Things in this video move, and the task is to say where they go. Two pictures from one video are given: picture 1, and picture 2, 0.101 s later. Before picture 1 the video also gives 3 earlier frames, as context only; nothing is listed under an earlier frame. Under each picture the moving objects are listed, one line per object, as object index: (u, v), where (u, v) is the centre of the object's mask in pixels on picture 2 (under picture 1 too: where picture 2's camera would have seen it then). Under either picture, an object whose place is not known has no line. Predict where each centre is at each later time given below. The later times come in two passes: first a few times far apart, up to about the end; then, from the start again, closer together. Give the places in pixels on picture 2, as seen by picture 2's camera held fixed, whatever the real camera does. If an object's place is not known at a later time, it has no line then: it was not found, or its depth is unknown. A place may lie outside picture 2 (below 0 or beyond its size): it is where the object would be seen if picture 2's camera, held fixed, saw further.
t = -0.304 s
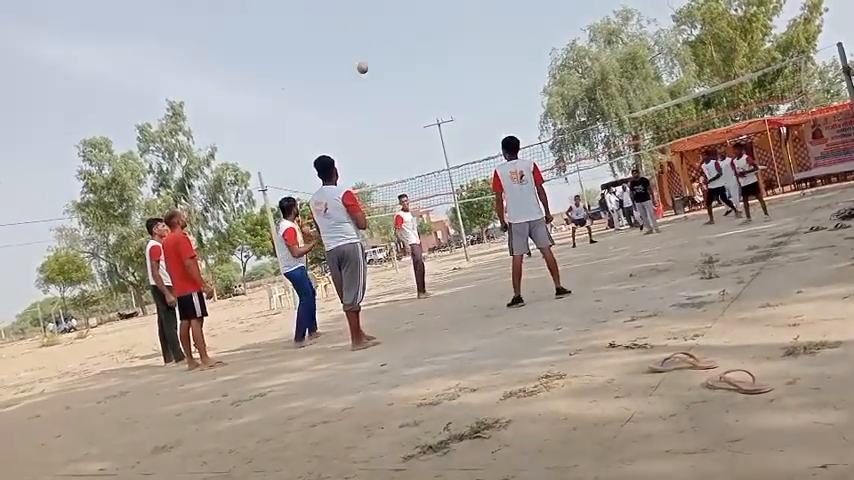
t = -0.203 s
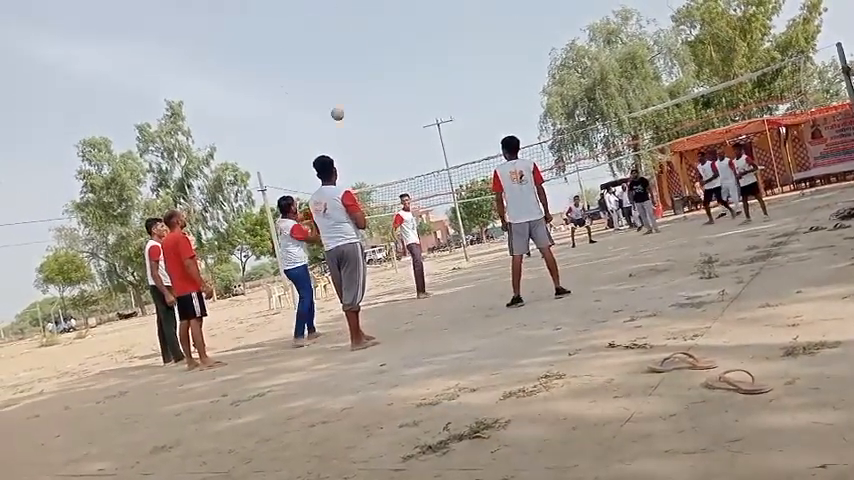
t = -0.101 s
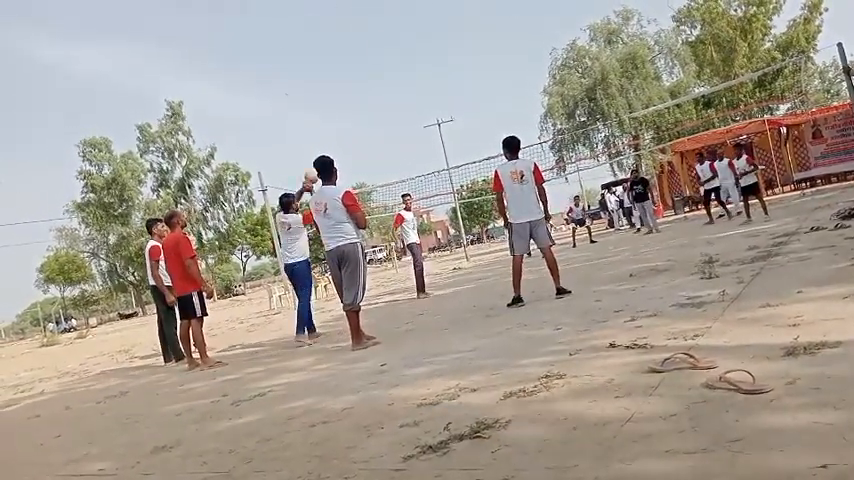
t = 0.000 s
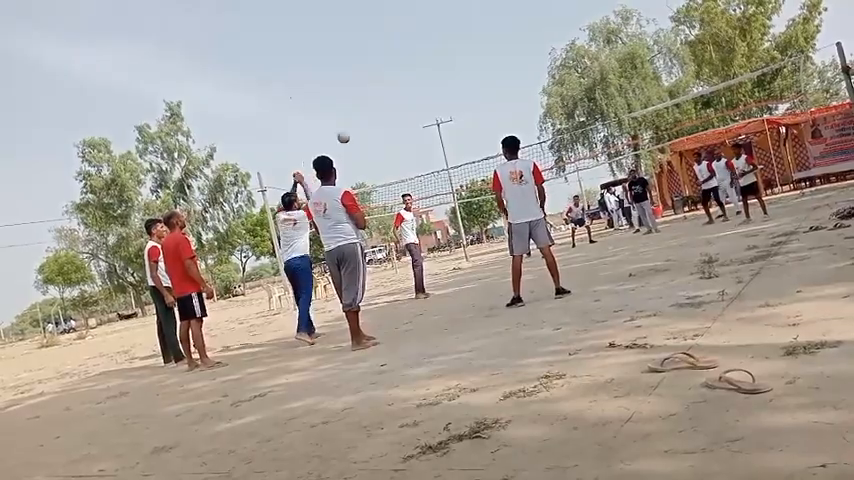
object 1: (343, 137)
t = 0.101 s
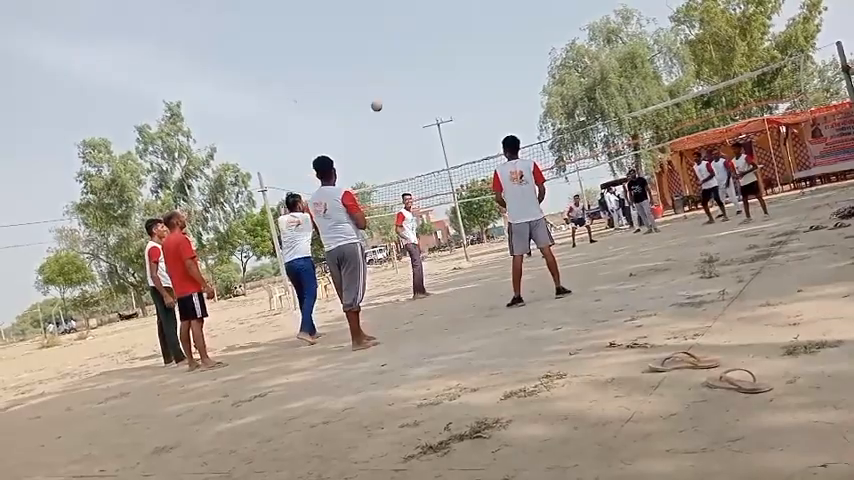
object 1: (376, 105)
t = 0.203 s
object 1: (406, 85)
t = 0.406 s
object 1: (457, 71)
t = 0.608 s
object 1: (503, 81)
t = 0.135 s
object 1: (386, 97)
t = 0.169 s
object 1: (396, 90)
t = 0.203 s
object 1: (406, 85)
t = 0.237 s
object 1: (414, 81)
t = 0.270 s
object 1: (423, 77)
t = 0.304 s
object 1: (432, 74)
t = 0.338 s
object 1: (441, 73)
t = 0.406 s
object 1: (457, 71)
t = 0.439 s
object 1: (465, 71)
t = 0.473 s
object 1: (473, 72)
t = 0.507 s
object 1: (481, 73)
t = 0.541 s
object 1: (488, 75)
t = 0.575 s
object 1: (496, 78)
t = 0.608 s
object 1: (503, 81)
